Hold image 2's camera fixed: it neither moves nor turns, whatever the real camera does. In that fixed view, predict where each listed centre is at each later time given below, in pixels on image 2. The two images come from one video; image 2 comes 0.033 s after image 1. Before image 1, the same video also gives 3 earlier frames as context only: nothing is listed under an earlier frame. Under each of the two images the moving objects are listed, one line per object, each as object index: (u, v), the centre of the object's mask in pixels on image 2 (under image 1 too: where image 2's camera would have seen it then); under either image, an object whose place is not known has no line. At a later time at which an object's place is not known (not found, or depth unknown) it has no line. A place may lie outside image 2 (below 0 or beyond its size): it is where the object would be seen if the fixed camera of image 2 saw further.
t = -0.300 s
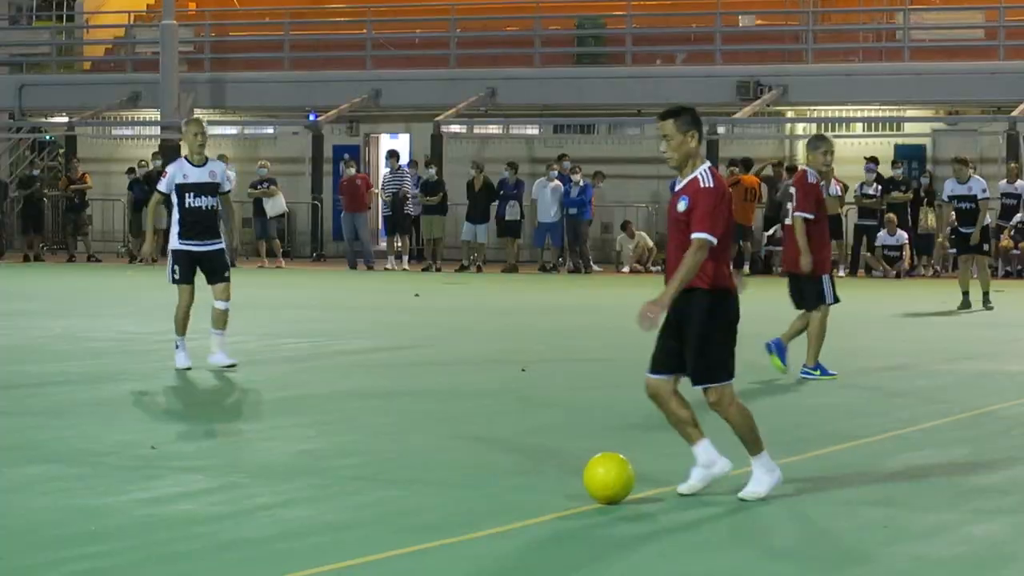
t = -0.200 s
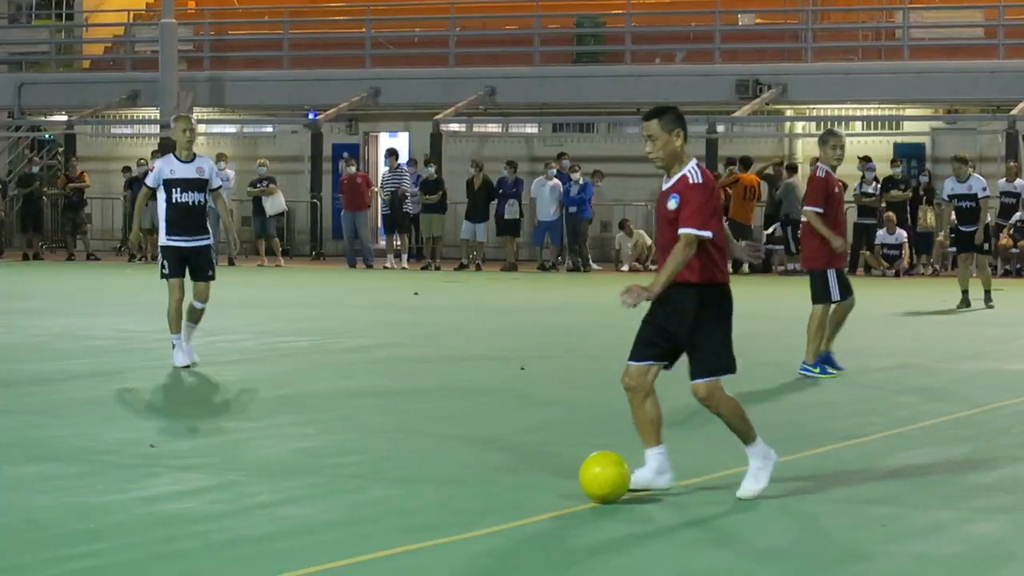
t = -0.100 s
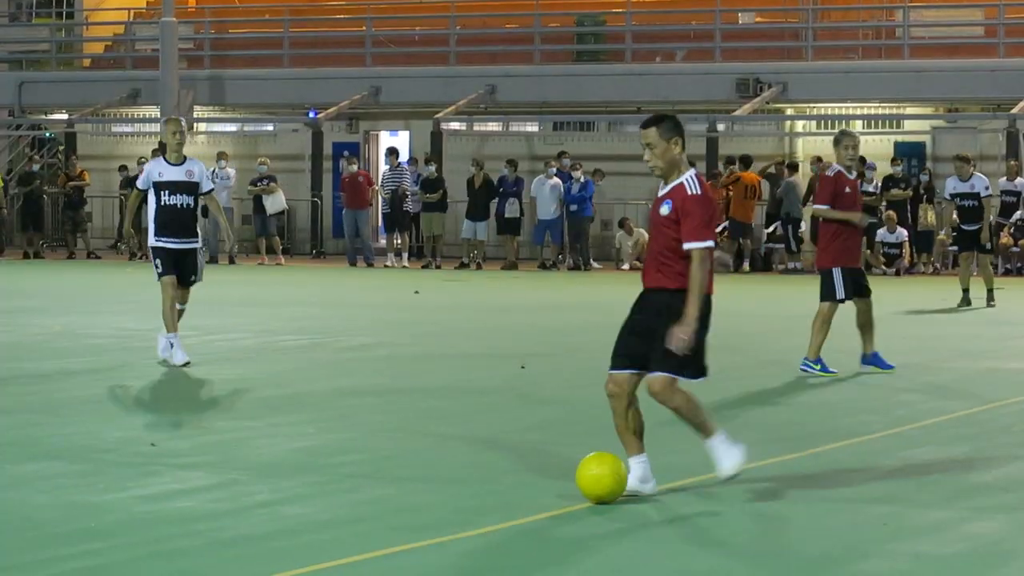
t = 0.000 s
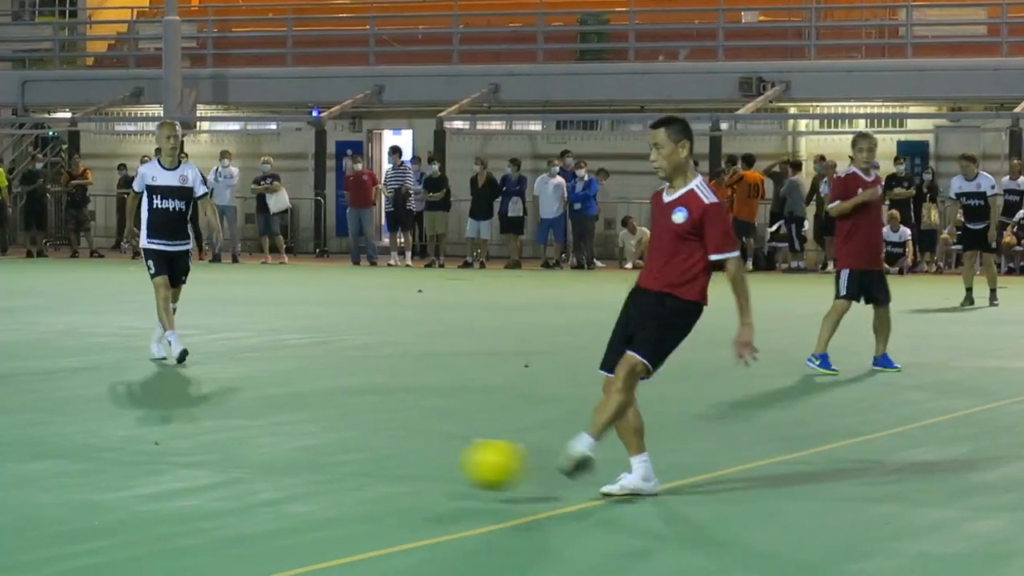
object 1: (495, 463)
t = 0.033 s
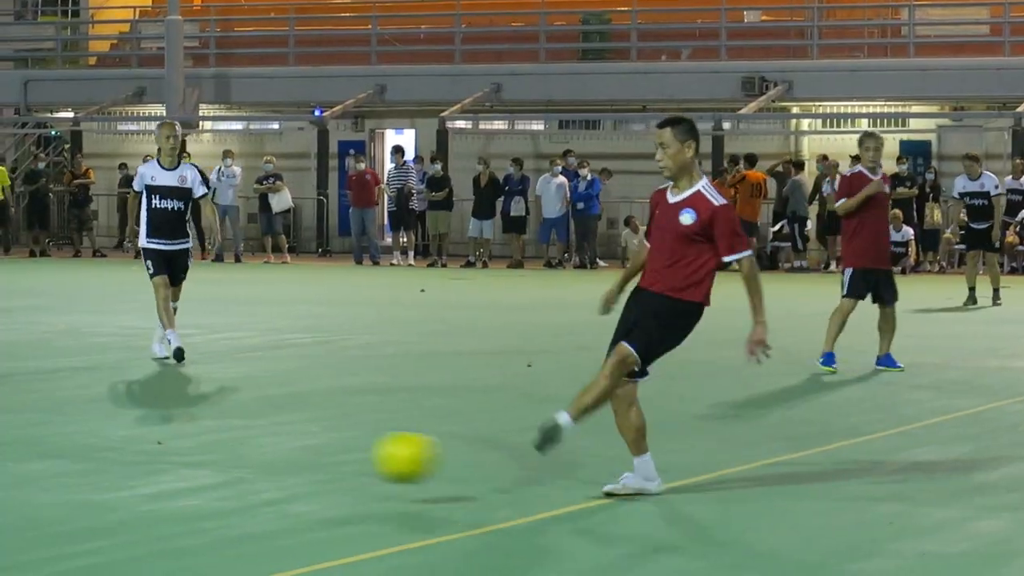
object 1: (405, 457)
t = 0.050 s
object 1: (359, 454)
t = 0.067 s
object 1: (315, 452)
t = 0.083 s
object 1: (268, 452)
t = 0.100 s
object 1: (222, 451)
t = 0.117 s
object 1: (174, 452)
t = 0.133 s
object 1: (129, 453)
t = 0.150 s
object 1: (83, 455)
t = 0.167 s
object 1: (38, 458)
